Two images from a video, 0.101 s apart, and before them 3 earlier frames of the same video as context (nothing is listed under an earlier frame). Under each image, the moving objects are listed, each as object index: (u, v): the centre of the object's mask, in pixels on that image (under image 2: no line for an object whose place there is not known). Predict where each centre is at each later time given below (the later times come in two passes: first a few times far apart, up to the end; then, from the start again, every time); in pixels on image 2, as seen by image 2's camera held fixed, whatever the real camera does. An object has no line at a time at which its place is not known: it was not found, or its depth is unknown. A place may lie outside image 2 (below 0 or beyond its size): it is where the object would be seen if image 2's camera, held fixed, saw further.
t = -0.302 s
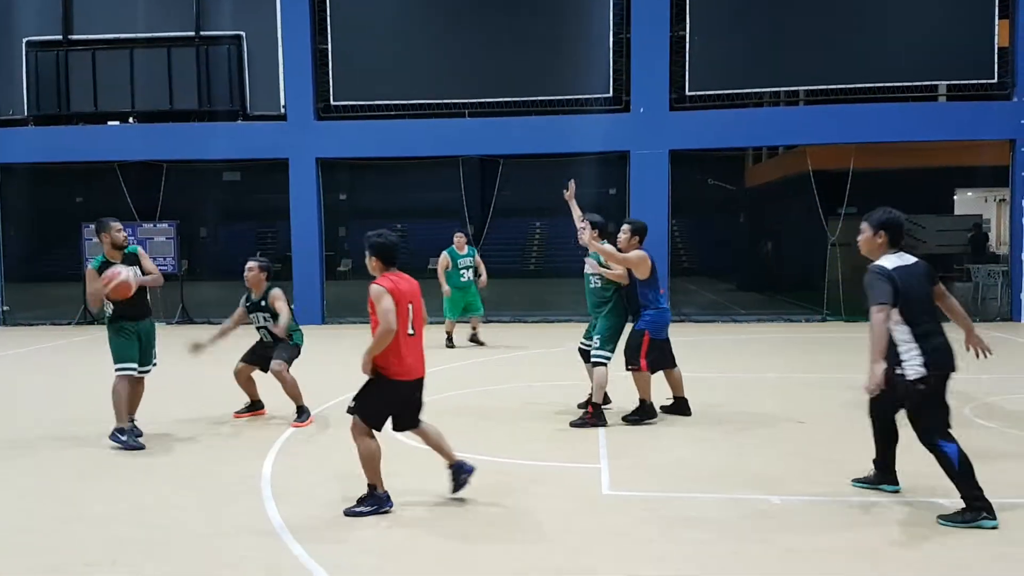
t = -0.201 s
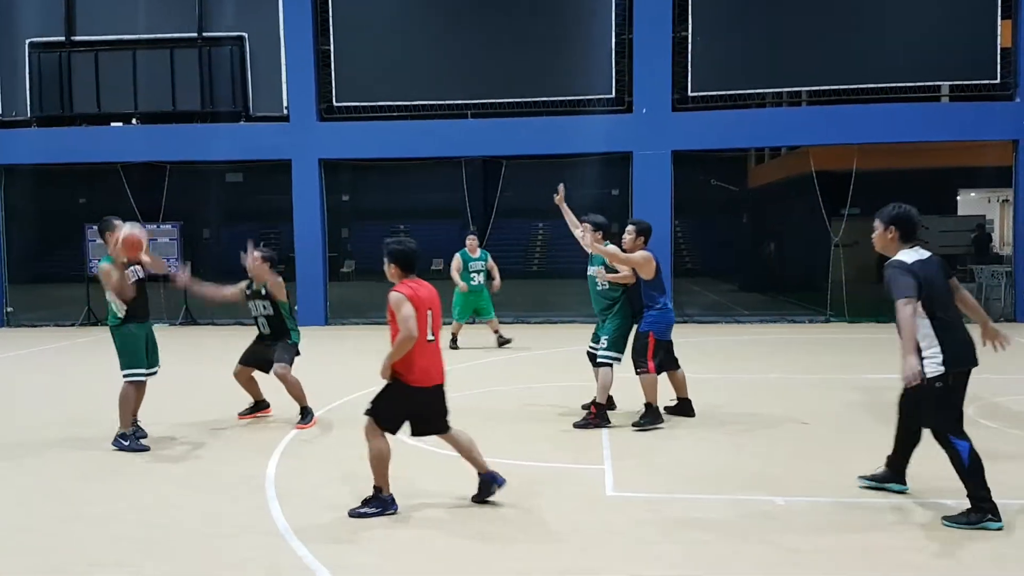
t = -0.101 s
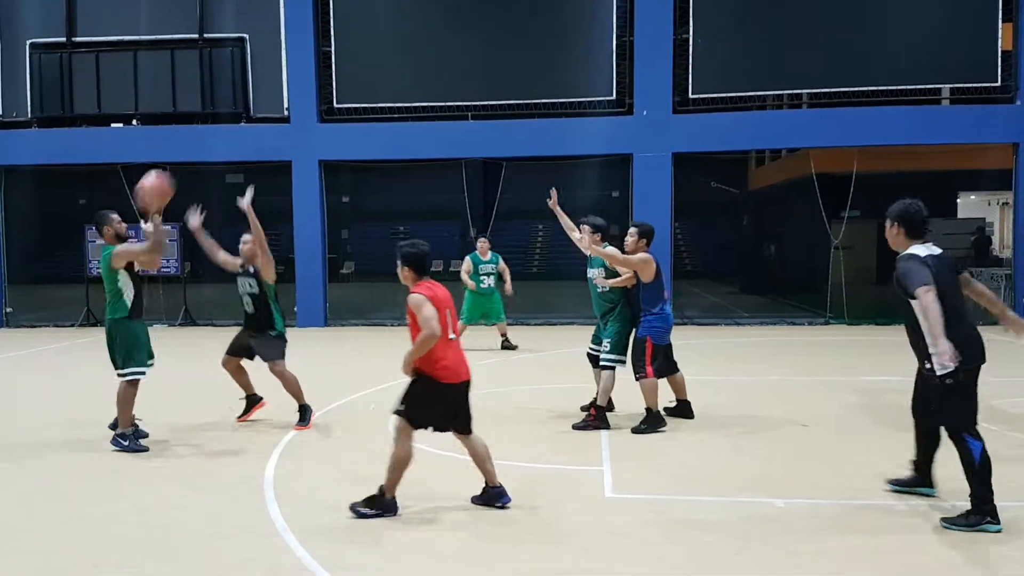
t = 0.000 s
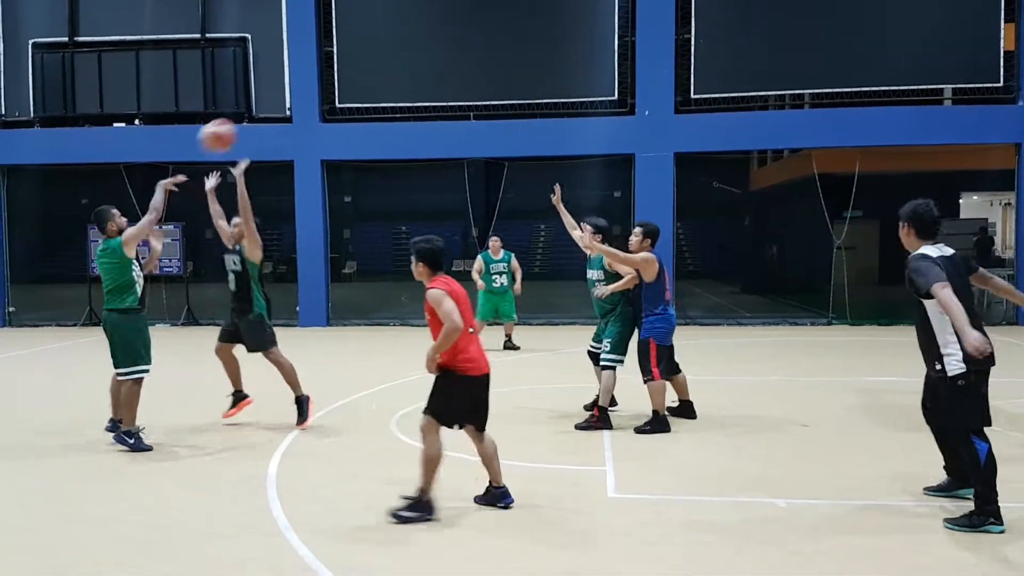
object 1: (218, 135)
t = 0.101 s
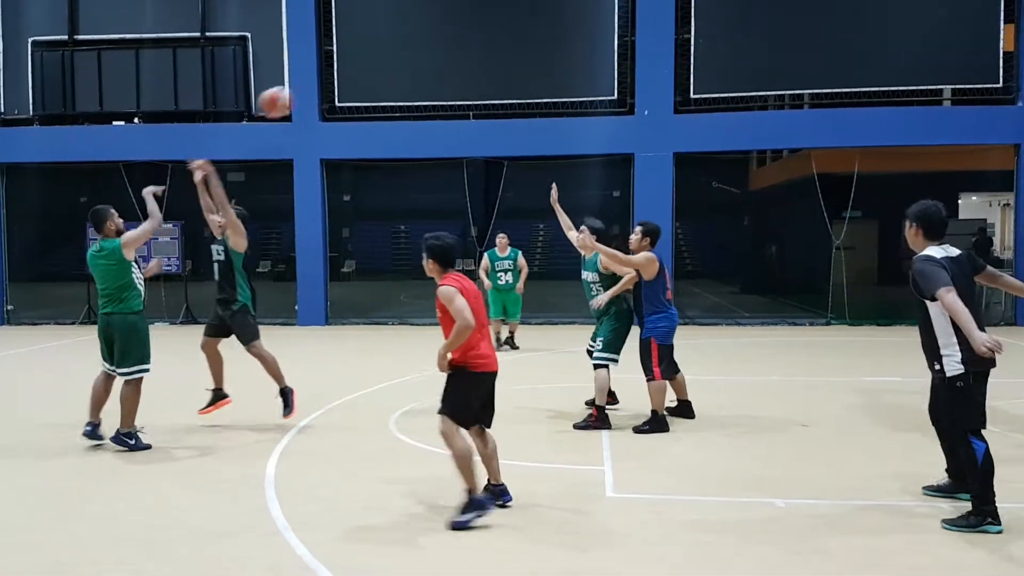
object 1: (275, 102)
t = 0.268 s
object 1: (358, 79)
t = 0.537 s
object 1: (460, 101)
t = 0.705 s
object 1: (508, 142)
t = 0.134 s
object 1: (294, 94)
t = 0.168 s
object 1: (313, 88)
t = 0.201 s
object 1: (328, 84)
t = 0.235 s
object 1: (344, 81)
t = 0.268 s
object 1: (358, 79)
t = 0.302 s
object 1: (373, 78)
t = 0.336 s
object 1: (387, 79)
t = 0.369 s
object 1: (401, 80)
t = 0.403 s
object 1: (414, 82)
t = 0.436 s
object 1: (426, 86)
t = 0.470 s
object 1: (438, 90)
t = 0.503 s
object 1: (450, 95)
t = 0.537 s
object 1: (460, 101)
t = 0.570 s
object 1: (471, 108)
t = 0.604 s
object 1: (481, 116)
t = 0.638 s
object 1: (490, 124)
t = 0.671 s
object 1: (500, 132)
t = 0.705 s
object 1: (508, 142)
